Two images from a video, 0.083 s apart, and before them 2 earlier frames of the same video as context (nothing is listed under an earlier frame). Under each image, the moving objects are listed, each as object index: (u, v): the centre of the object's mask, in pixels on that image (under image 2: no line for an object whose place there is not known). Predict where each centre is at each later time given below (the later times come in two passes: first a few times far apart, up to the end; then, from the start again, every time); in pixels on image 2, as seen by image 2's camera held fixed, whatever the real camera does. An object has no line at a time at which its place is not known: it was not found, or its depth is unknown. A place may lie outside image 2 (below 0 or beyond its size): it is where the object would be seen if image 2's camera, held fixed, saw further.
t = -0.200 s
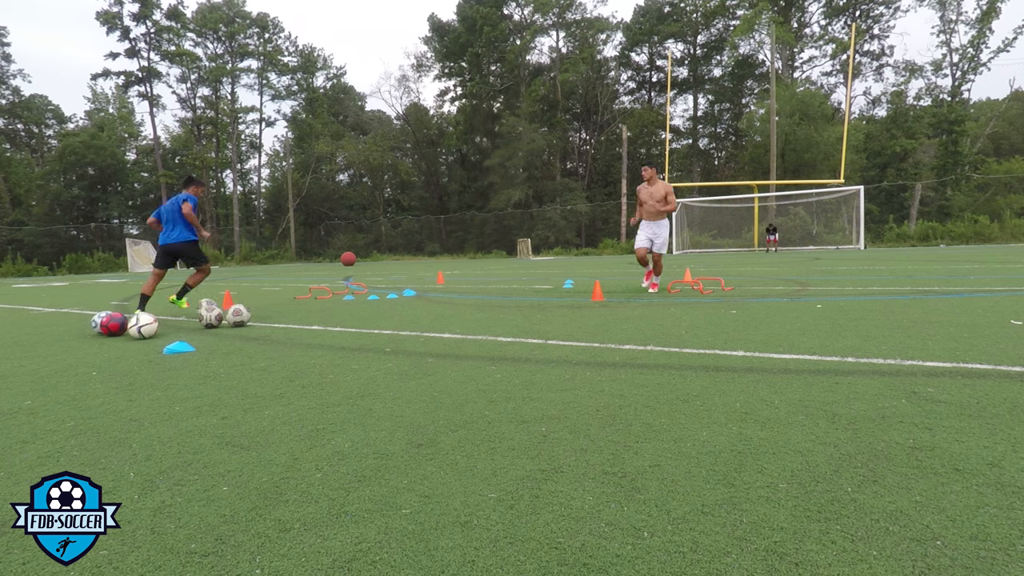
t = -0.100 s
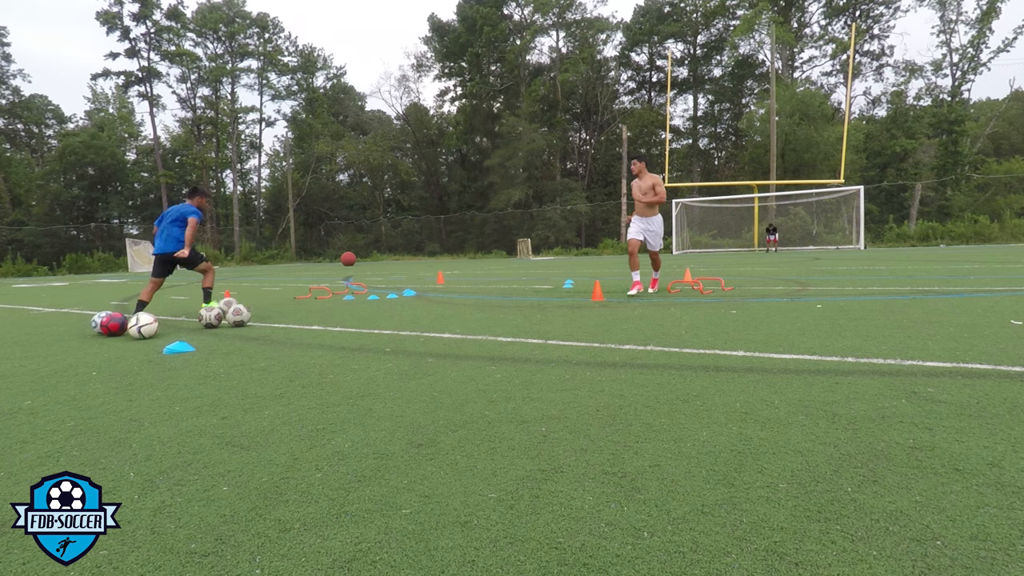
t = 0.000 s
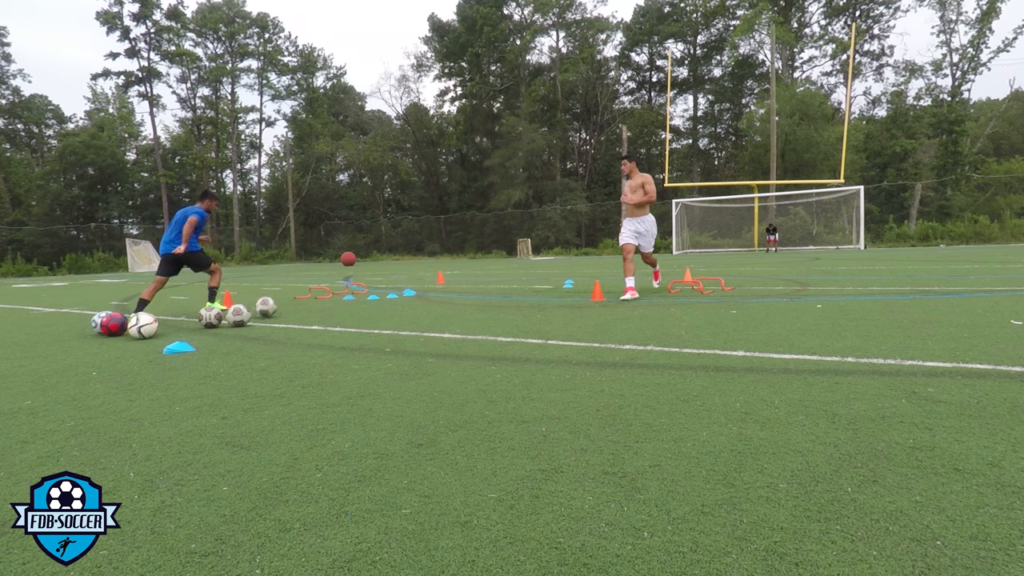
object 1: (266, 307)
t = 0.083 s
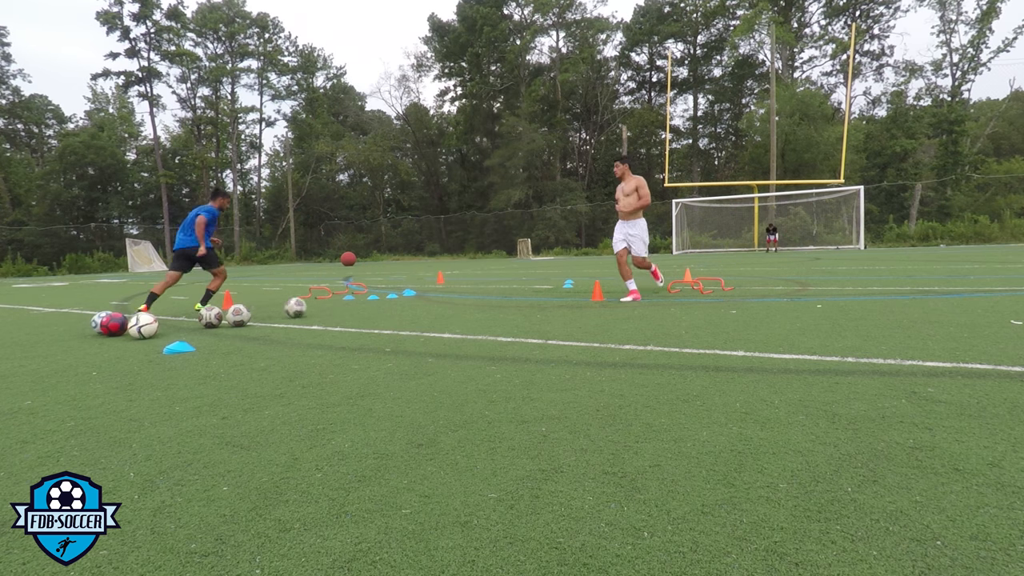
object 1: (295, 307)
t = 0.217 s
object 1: (336, 307)
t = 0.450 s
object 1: (391, 306)
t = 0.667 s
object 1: (439, 305)
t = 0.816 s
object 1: (472, 304)
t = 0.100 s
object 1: (300, 307)
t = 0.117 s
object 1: (305, 306)
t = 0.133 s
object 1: (310, 306)
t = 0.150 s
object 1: (315, 305)
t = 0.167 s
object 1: (320, 306)
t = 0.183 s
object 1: (325, 306)
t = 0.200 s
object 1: (330, 306)
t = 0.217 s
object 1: (336, 307)
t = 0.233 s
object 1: (340, 307)
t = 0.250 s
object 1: (345, 306)
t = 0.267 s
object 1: (348, 305)
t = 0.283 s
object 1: (352, 305)
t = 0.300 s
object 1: (356, 305)
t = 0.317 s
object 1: (360, 305)
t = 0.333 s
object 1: (364, 305)
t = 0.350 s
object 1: (368, 306)
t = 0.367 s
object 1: (372, 306)
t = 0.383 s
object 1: (376, 305)
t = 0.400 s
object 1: (380, 306)
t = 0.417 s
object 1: (383, 306)
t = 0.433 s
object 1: (387, 306)
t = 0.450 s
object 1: (391, 306)
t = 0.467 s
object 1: (394, 306)
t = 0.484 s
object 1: (398, 306)
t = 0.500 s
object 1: (402, 306)
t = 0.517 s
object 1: (406, 306)
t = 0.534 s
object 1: (410, 305)
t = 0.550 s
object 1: (413, 305)
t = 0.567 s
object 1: (417, 305)
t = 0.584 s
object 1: (420, 305)
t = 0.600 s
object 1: (424, 305)
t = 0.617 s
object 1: (428, 305)
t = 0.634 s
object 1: (432, 305)
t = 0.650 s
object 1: (435, 305)
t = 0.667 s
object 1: (439, 305)
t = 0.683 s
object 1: (443, 305)
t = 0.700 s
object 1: (446, 305)
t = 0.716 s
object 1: (449, 305)
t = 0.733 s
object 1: (453, 305)
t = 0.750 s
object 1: (457, 305)
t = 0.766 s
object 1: (461, 304)
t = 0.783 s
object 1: (465, 304)
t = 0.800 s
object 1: (468, 305)
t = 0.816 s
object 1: (472, 304)
